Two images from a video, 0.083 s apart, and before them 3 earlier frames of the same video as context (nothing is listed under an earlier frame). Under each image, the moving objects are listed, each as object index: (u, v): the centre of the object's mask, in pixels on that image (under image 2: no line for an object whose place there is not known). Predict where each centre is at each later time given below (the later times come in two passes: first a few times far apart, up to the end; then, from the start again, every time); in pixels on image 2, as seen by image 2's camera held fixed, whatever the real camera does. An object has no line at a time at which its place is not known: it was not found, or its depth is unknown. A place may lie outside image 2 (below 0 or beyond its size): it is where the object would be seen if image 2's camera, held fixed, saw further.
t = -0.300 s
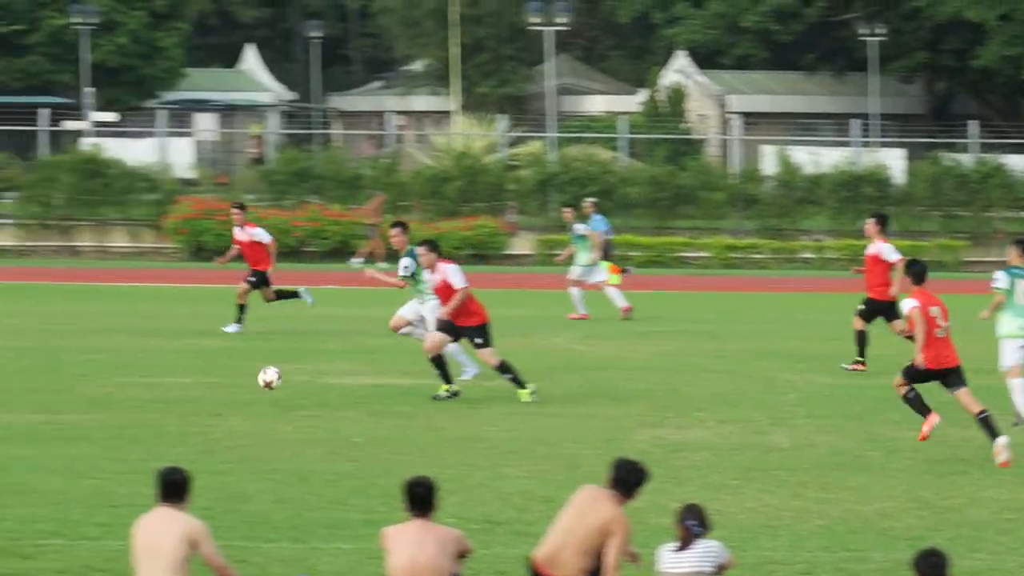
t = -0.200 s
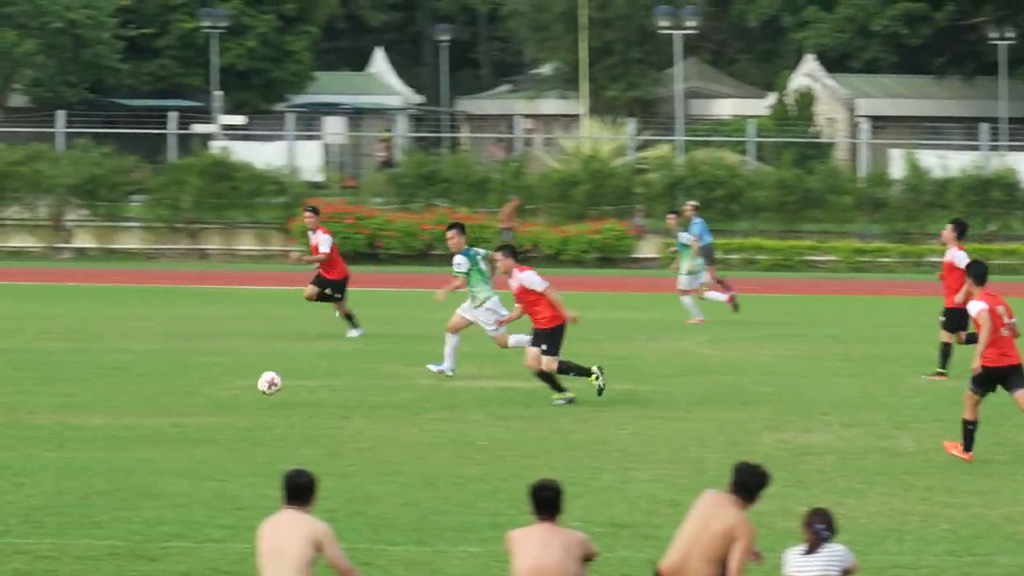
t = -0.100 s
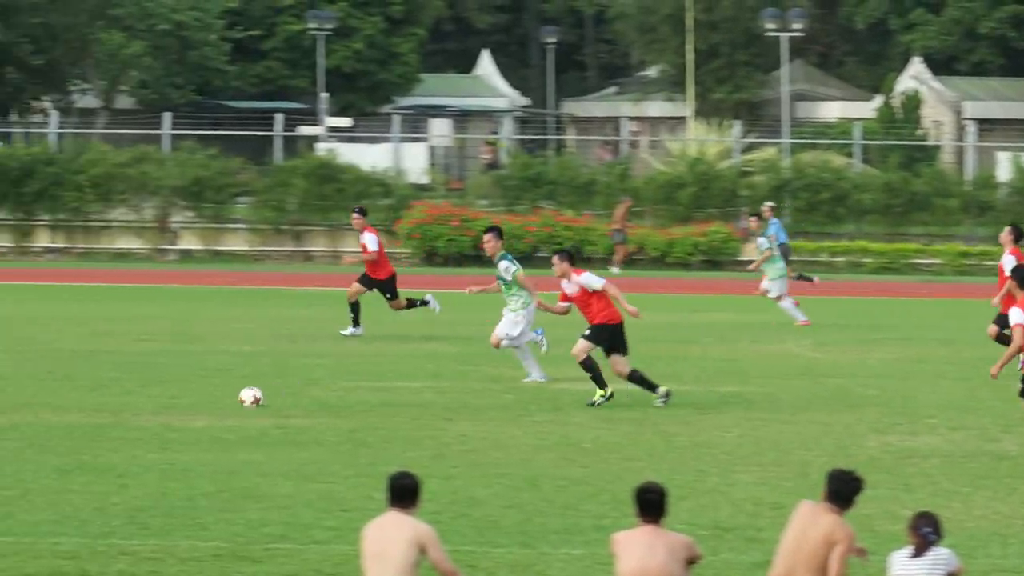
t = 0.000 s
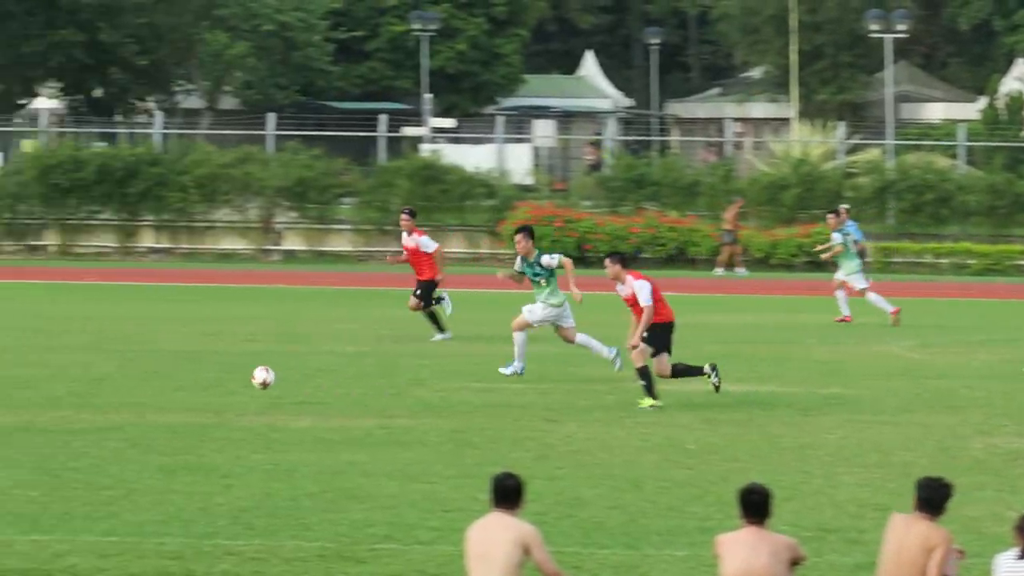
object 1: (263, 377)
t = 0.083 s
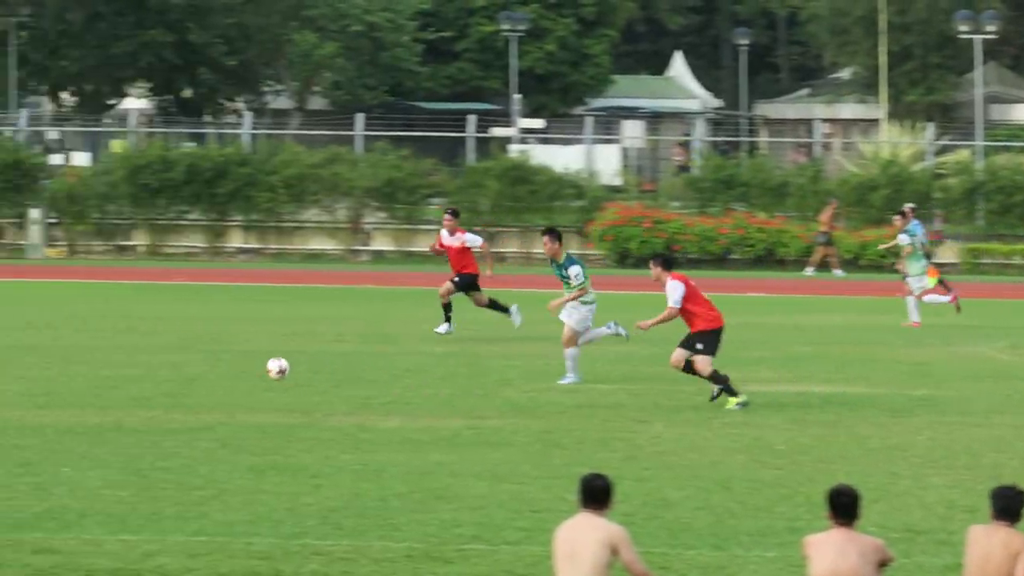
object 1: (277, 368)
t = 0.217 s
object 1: (161, 371)
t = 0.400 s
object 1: (11, 380)
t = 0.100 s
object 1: (263, 367)
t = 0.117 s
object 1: (249, 367)
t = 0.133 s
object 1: (234, 367)
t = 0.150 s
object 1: (219, 367)
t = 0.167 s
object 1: (204, 367)
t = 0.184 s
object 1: (190, 368)
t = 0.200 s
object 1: (176, 369)
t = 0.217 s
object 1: (161, 371)
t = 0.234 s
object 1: (146, 372)
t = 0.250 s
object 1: (132, 374)
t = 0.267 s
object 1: (117, 377)
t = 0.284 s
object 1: (103, 379)
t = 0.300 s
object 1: (88, 383)
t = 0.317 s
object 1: (73, 386)
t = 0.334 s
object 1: (60, 387)
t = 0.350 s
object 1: (48, 385)
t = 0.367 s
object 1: (36, 384)
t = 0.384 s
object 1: (23, 382)
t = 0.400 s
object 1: (11, 380)
